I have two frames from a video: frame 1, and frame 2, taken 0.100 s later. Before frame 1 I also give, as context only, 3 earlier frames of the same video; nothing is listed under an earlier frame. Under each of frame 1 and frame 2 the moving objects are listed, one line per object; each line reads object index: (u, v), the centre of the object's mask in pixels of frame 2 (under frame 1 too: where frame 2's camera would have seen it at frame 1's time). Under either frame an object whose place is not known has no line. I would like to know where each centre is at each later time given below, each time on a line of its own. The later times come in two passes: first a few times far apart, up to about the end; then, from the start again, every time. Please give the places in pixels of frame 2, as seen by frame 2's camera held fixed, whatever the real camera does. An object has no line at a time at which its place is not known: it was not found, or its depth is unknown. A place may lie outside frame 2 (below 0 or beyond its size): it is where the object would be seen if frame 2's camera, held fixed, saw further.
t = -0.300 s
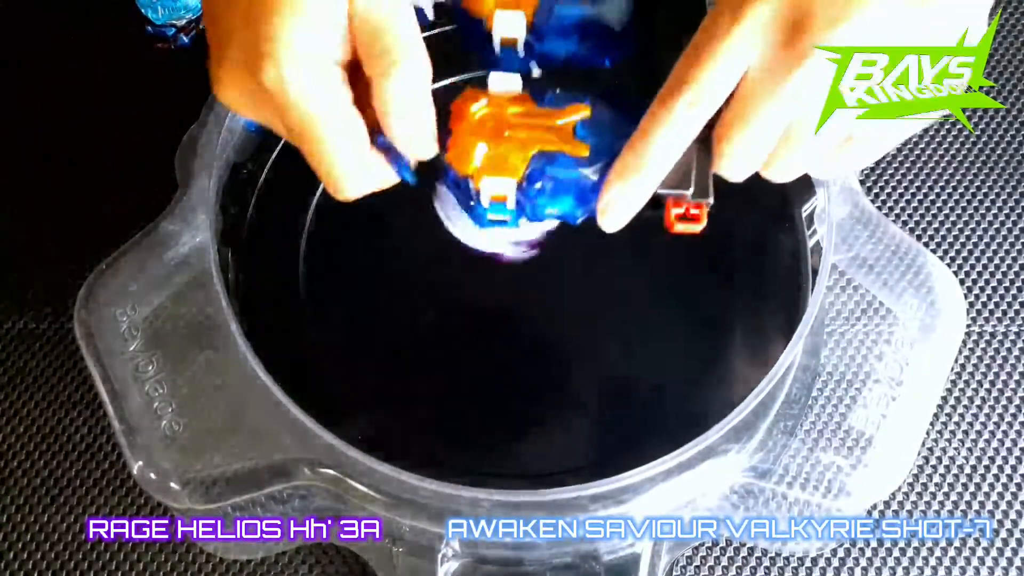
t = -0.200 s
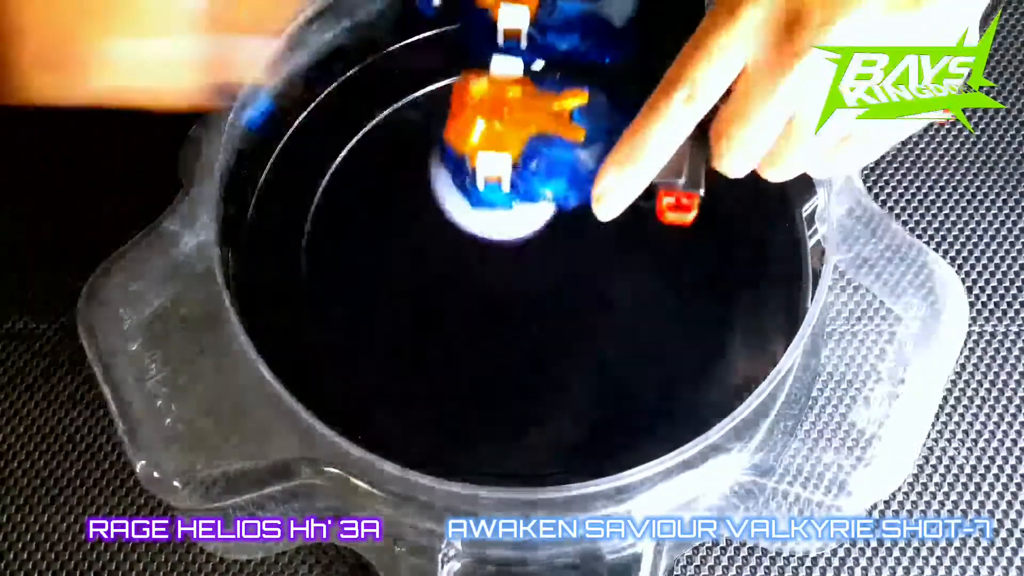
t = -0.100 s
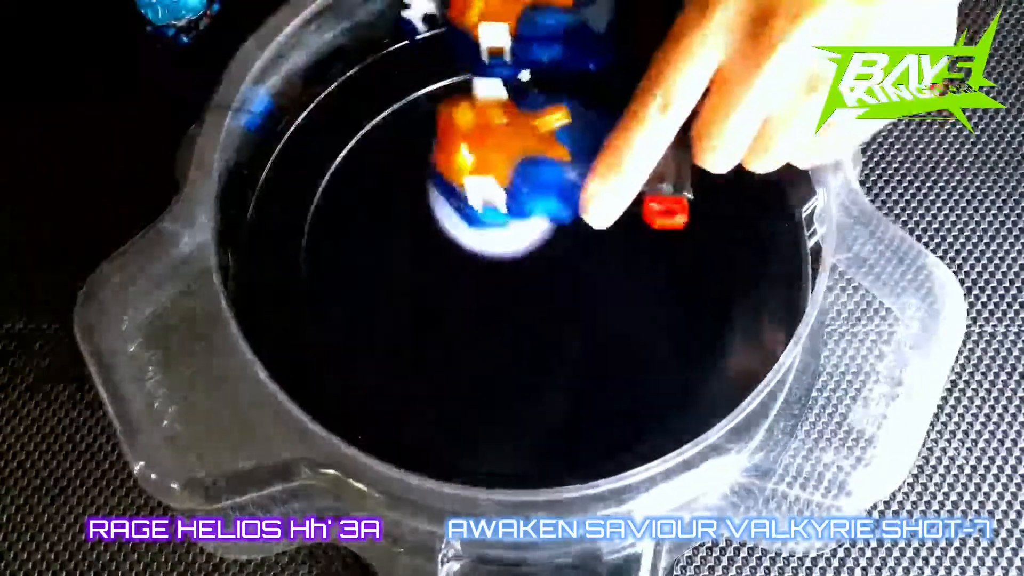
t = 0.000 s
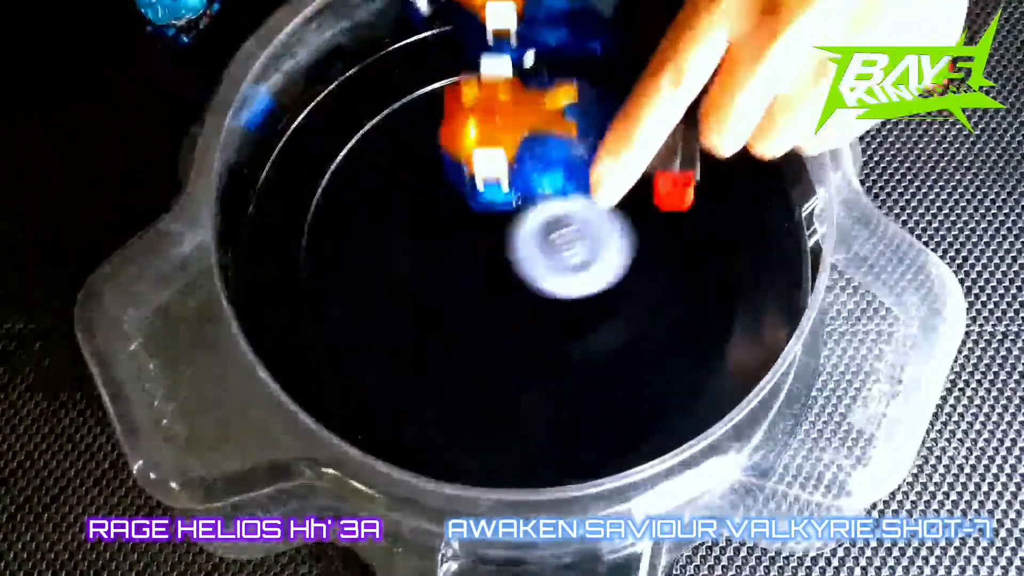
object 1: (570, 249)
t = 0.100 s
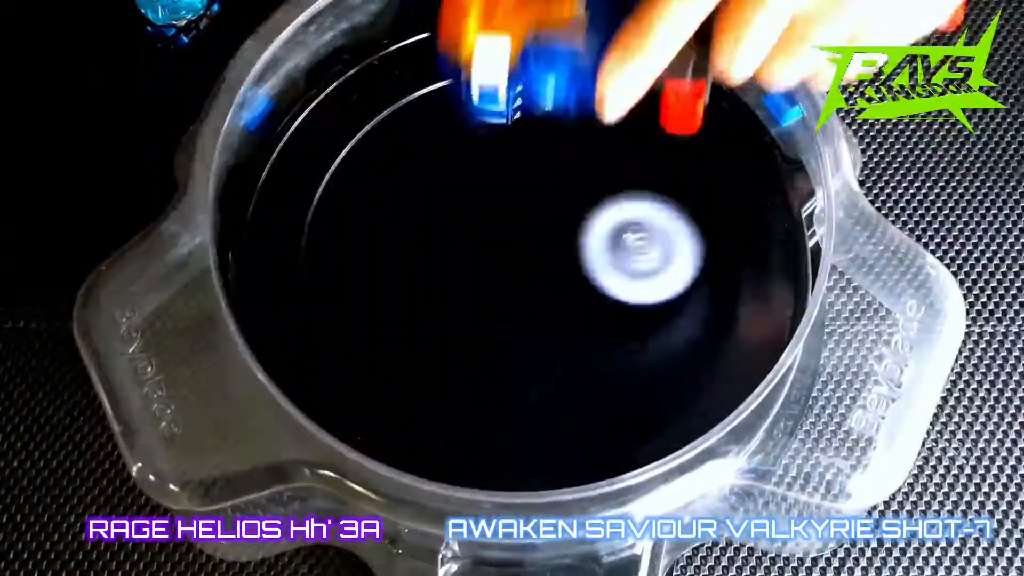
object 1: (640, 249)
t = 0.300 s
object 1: (657, 271)
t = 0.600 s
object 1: (441, 282)
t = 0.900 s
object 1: (446, 163)
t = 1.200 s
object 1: (668, 196)
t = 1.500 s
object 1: (538, 390)
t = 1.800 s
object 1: (309, 229)
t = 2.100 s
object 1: (560, 61)
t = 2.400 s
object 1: (693, 365)
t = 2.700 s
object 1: (313, 316)
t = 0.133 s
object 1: (656, 250)
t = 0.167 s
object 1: (668, 253)
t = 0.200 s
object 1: (673, 254)
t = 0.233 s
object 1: (674, 261)
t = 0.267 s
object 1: (668, 264)
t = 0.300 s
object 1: (657, 271)
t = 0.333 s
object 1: (641, 276)
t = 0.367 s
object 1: (620, 283)
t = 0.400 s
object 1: (597, 289)
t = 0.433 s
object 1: (572, 294)
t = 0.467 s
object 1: (544, 297)
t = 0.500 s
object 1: (516, 298)
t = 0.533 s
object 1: (489, 296)
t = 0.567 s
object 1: (463, 290)
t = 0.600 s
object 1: (441, 282)
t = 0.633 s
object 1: (422, 271)
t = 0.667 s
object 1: (407, 259)
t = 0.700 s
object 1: (398, 244)
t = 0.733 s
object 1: (393, 228)
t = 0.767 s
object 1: (394, 213)
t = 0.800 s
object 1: (400, 199)
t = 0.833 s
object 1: (411, 185)
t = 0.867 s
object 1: (427, 174)
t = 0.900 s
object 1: (446, 163)
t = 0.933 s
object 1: (469, 154)
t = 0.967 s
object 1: (494, 148)
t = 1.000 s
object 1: (521, 145)
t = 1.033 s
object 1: (549, 143)
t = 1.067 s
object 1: (578, 147)
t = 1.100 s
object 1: (605, 153)
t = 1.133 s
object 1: (629, 163)
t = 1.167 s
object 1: (651, 179)
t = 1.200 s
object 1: (668, 196)
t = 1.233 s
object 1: (680, 215)
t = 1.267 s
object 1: (687, 241)
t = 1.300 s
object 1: (685, 265)
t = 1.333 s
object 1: (677, 292)
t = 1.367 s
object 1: (662, 318)
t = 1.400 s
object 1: (639, 342)
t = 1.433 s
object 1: (611, 362)
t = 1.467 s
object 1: (575, 379)
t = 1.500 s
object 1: (538, 390)
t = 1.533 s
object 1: (496, 394)
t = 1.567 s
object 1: (455, 391)
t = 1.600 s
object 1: (415, 380)
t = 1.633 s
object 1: (380, 364)
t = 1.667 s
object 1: (351, 343)
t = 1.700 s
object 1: (329, 318)
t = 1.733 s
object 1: (314, 290)
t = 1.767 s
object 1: (307, 260)
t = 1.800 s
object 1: (309, 229)
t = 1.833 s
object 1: (317, 199)
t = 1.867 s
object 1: (333, 171)
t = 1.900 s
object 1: (353, 145)
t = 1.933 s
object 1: (379, 121)
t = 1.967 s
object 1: (410, 101)
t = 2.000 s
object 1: (444, 84)
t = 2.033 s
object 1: (481, 71)
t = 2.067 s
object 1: (521, 63)
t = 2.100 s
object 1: (560, 61)
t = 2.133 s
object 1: (600, 68)
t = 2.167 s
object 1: (634, 88)
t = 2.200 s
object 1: (665, 115)
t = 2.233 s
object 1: (691, 149)
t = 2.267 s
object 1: (711, 187)
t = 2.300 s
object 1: (724, 230)
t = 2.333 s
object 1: (728, 276)
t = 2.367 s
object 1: (719, 322)
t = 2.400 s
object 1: (693, 365)
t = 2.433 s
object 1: (656, 399)
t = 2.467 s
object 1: (611, 427)
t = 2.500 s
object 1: (560, 446)
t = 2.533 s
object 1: (507, 449)
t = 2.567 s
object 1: (454, 441)
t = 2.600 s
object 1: (405, 422)
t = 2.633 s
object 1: (366, 390)
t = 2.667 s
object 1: (335, 356)
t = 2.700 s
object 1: (313, 316)
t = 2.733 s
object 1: (303, 272)
